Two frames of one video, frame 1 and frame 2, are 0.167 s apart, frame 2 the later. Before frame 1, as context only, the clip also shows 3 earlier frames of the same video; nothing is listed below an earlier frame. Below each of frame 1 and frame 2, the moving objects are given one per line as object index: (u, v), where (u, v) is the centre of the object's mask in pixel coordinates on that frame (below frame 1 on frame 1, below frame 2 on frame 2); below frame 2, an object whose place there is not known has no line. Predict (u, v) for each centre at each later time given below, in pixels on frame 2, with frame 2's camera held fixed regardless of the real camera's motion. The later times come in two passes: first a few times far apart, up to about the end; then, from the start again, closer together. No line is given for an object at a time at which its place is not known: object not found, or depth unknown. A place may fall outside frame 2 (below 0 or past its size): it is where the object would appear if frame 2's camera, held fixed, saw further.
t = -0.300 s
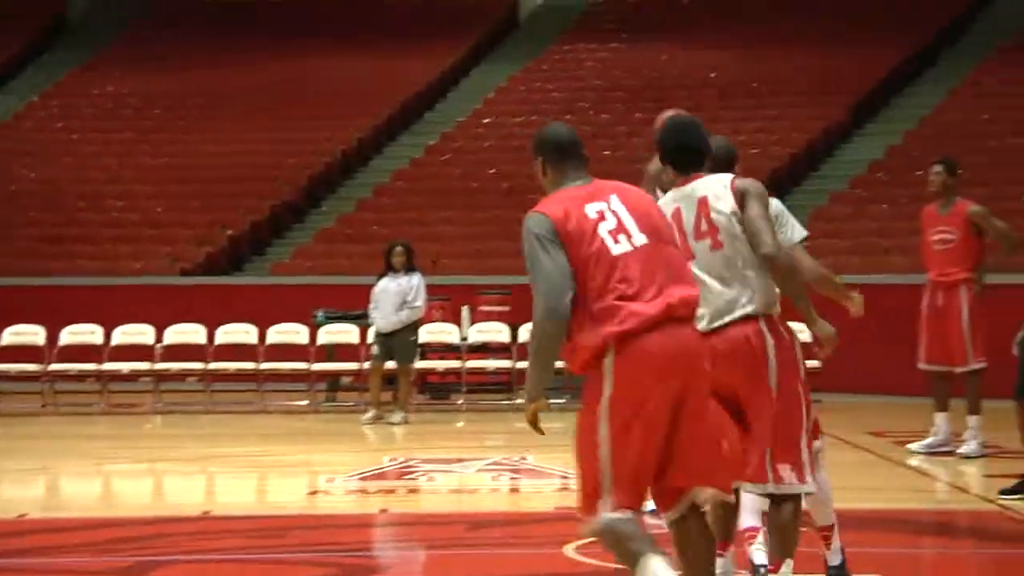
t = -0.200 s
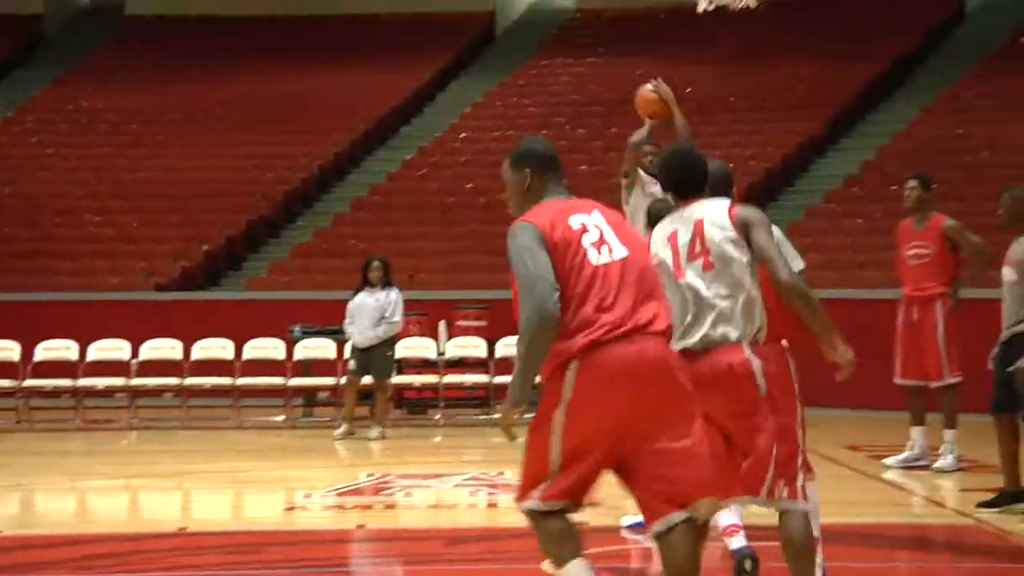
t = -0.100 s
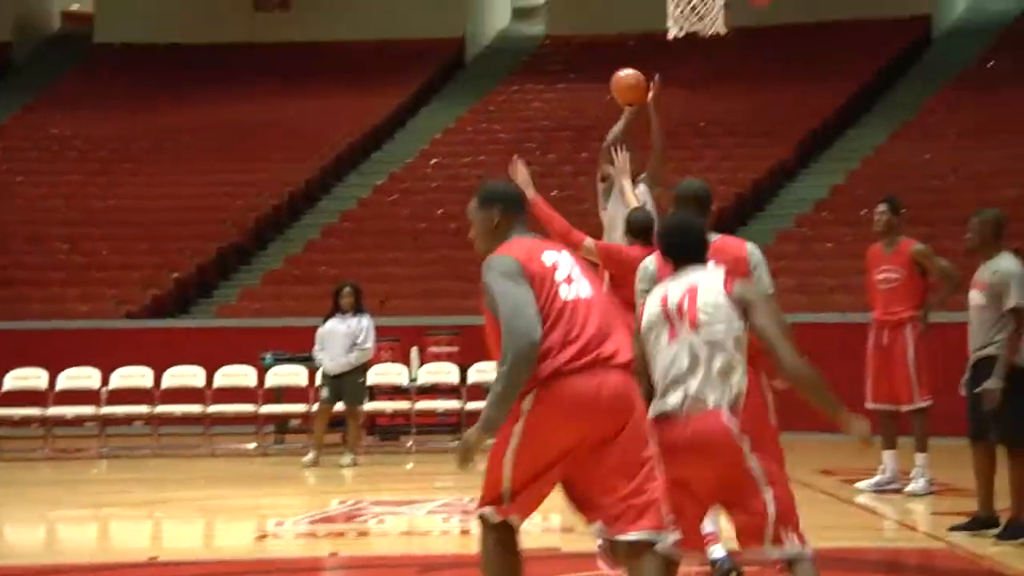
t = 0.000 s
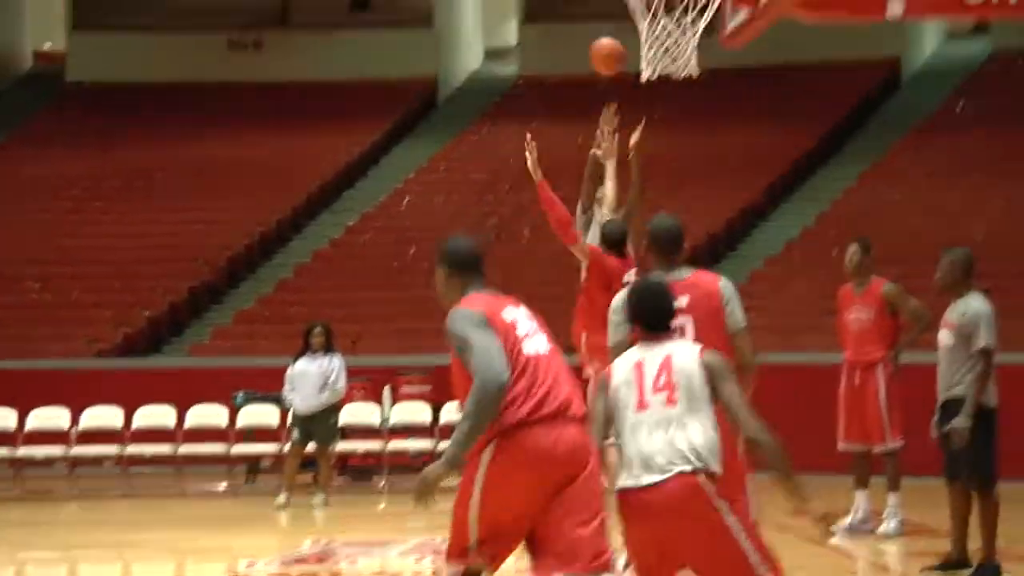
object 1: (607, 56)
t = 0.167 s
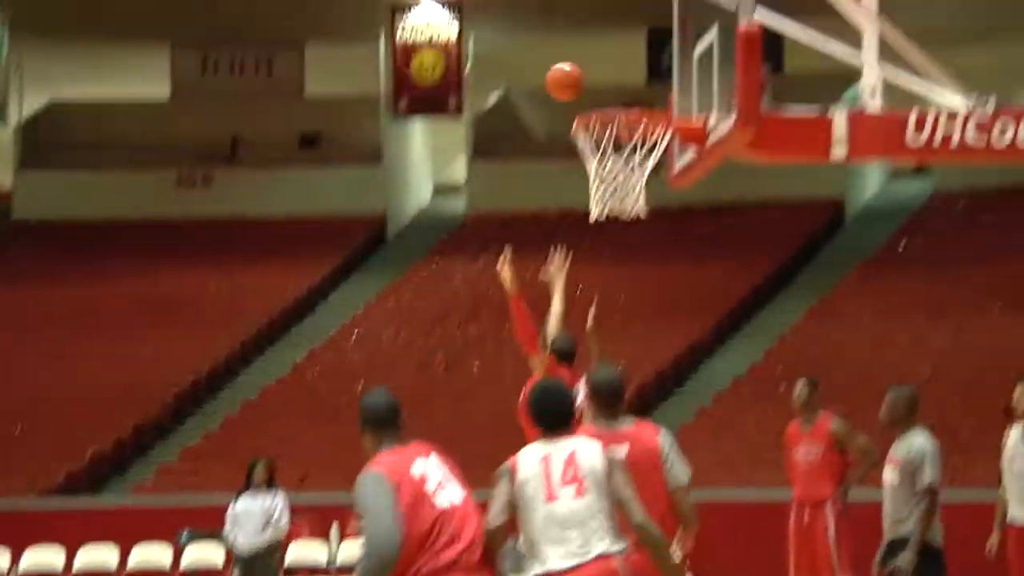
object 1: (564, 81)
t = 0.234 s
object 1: (568, 46)
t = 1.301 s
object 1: (573, 48)
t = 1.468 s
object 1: (549, 74)
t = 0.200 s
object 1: (566, 62)
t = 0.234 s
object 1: (568, 46)
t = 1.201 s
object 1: (589, 59)
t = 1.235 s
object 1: (583, 52)
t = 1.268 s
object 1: (578, 49)
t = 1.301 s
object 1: (573, 48)
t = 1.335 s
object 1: (568, 50)
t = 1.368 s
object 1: (563, 53)
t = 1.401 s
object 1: (558, 58)
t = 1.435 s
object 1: (554, 64)
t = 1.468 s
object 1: (549, 74)
